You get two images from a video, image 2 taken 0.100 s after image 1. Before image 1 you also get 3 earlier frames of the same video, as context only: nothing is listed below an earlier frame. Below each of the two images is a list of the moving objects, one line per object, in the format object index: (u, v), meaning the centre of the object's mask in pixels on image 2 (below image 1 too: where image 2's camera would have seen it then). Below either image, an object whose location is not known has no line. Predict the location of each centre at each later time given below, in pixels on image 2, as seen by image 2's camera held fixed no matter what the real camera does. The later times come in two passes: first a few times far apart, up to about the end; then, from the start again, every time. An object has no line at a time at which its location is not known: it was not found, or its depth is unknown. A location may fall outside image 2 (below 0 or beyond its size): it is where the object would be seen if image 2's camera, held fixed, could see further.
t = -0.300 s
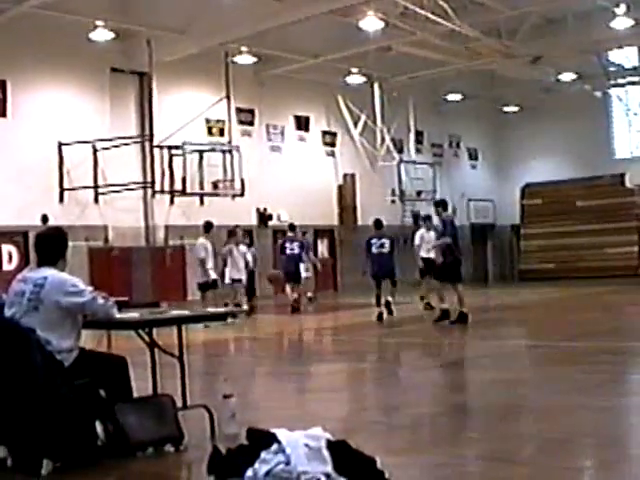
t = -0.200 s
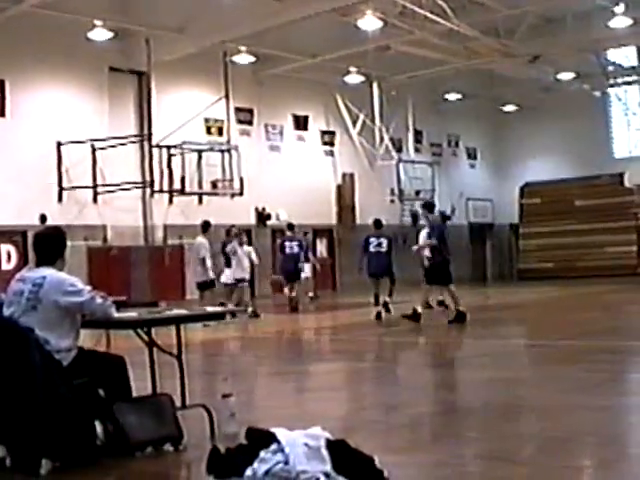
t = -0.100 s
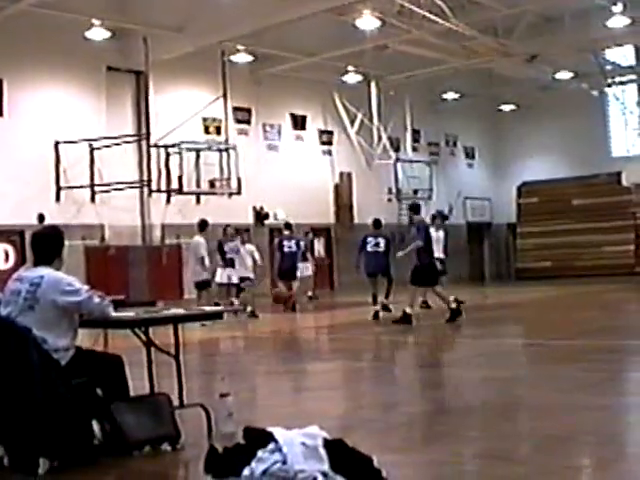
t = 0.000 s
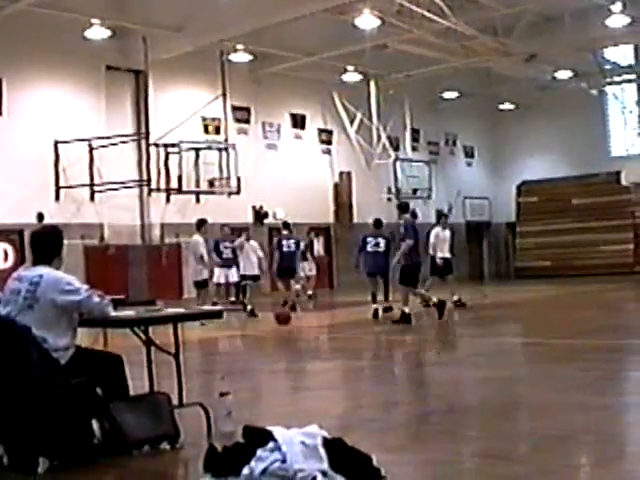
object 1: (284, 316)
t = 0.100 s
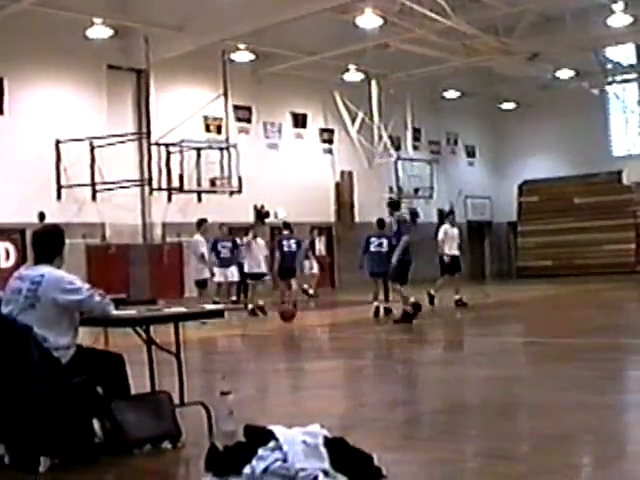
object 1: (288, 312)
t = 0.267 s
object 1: (291, 297)
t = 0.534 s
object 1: (302, 309)
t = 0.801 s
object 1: (314, 316)
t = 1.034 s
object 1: (326, 316)
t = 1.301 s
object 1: (343, 341)
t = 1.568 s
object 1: (362, 351)
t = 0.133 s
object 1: (288, 308)
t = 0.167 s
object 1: (288, 304)
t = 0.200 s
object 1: (289, 299)
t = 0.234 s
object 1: (290, 298)
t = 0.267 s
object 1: (291, 297)
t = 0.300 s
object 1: (293, 293)
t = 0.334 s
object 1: (294, 293)
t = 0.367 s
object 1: (295, 293)
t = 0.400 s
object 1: (296, 294)
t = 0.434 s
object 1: (297, 296)
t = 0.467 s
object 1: (298, 300)
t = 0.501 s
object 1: (300, 302)
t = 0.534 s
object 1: (302, 309)
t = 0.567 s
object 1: (304, 315)
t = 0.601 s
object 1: (305, 322)
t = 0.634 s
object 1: (307, 330)
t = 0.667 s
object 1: (310, 338)
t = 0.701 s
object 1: (310, 332)
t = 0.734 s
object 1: (311, 325)
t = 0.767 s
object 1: (313, 321)
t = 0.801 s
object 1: (314, 316)
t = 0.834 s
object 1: (316, 313)
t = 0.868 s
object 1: (317, 310)
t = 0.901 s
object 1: (317, 310)
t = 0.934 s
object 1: (320, 310)
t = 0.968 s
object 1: (322, 311)
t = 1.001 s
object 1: (324, 313)
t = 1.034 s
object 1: (326, 316)
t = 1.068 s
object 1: (328, 321)
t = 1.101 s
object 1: (330, 327)
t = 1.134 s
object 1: (332, 335)
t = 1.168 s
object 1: (335, 343)
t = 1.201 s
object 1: (337, 353)
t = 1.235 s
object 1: (339, 352)
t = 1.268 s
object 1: (341, 346)
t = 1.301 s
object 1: (343, 341)
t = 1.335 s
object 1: (345, 338)
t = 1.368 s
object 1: (347, 335)
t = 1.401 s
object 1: (349, 334)
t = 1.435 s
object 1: (351, 334)
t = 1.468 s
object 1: (354, 337)
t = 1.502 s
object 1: (356, 340)
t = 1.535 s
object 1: (359, 345)
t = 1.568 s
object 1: (362, 351)
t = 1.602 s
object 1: (365, 358)
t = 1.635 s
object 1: (369, 367)
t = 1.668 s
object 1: (371, 376)
